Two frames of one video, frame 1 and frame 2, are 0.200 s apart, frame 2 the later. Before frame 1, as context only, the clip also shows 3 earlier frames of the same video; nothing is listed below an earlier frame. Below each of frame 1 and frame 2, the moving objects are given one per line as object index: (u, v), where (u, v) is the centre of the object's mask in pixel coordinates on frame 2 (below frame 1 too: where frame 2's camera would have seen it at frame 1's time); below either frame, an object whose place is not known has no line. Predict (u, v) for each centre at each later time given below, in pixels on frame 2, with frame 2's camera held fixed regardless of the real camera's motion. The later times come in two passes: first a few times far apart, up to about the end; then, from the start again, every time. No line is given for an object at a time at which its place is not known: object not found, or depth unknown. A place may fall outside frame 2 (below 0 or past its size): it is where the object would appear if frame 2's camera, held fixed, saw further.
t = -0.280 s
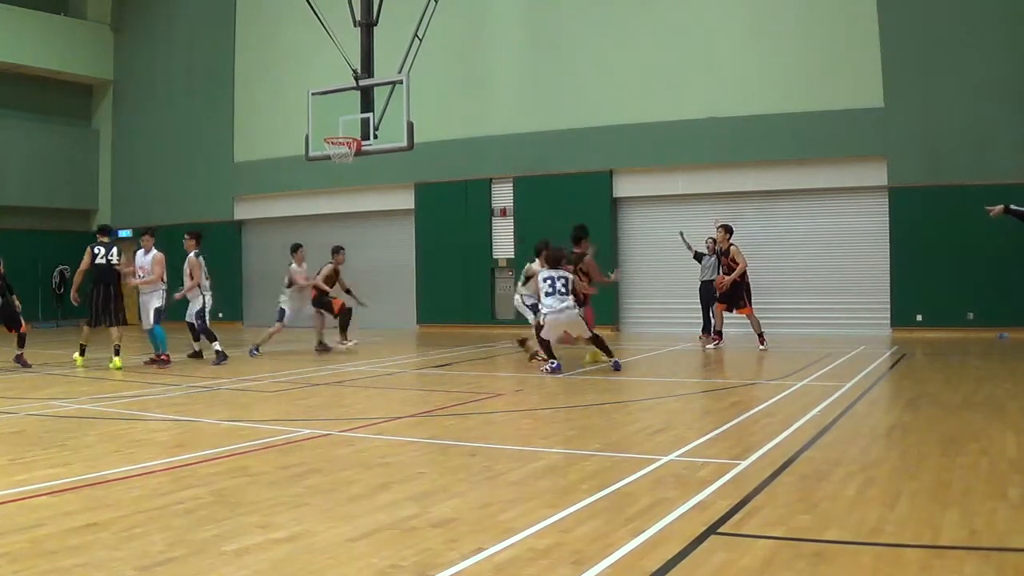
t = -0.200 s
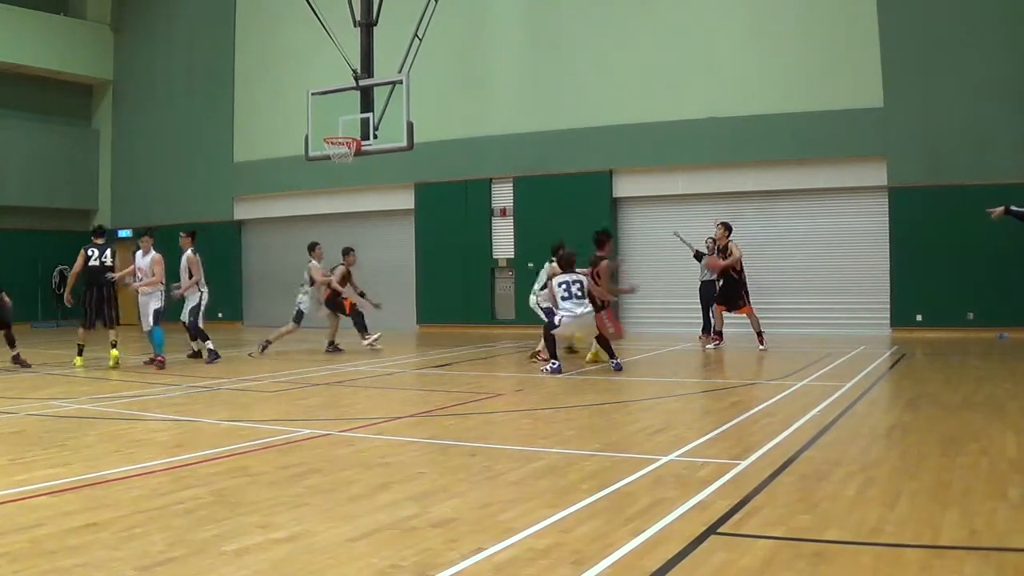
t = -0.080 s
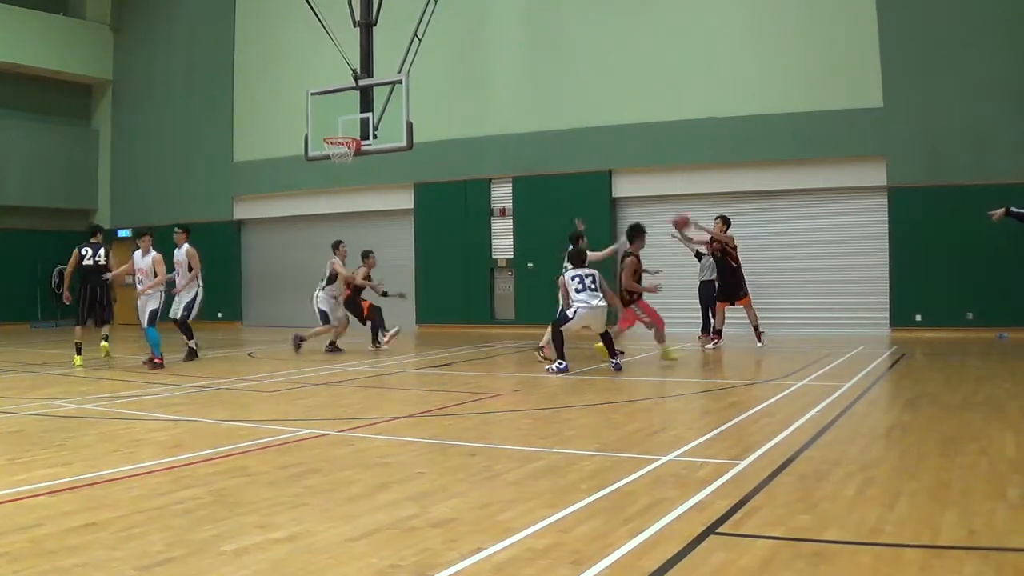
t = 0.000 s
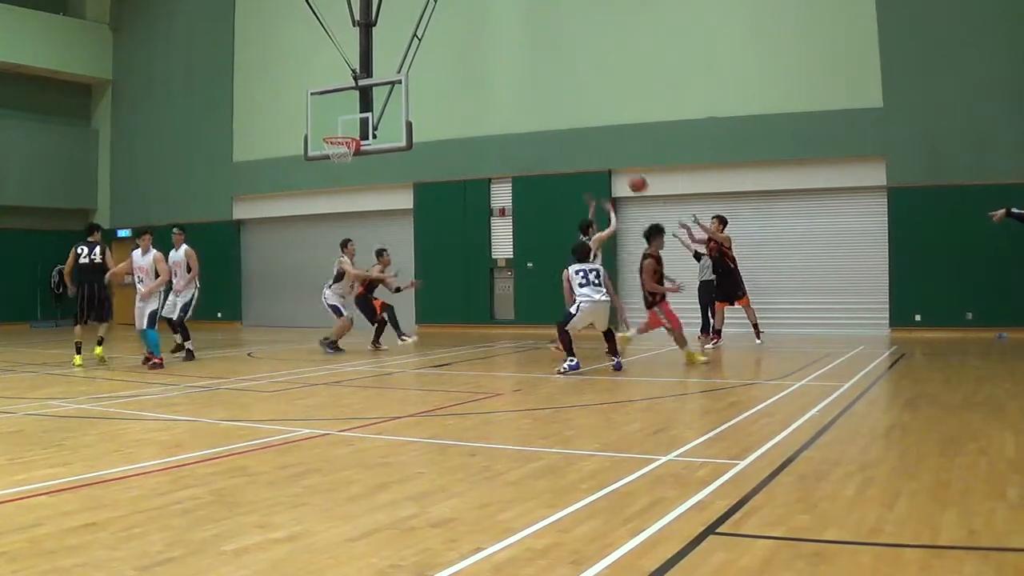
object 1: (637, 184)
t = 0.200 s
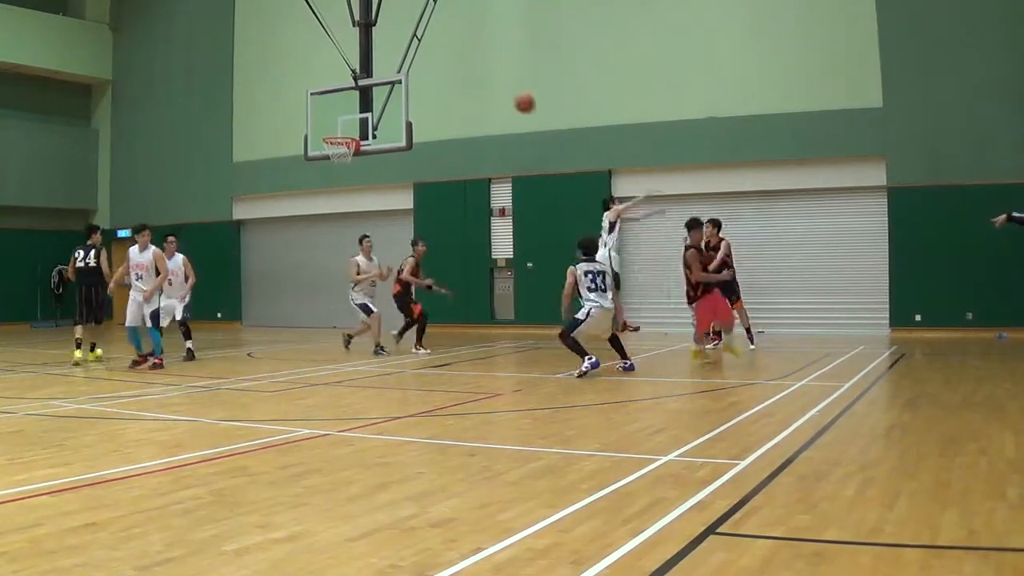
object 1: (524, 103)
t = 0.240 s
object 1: (500, 89)
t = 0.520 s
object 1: (324, 29)
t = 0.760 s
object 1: (158, 24)
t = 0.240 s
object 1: (500, 89)
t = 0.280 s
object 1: (477, 77)
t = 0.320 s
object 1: (452, 66)
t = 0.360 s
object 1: (428, 57)
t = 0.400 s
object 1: (401, 48)
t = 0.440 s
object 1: (377, 40)
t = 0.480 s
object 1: (350, 34)
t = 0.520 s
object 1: (324, 29)
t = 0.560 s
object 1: (297, 25)
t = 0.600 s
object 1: (270, 23)
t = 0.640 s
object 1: (243, 22)
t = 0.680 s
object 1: (214, 21)
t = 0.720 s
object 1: (184, 22)
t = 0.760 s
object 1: (158, 24)
